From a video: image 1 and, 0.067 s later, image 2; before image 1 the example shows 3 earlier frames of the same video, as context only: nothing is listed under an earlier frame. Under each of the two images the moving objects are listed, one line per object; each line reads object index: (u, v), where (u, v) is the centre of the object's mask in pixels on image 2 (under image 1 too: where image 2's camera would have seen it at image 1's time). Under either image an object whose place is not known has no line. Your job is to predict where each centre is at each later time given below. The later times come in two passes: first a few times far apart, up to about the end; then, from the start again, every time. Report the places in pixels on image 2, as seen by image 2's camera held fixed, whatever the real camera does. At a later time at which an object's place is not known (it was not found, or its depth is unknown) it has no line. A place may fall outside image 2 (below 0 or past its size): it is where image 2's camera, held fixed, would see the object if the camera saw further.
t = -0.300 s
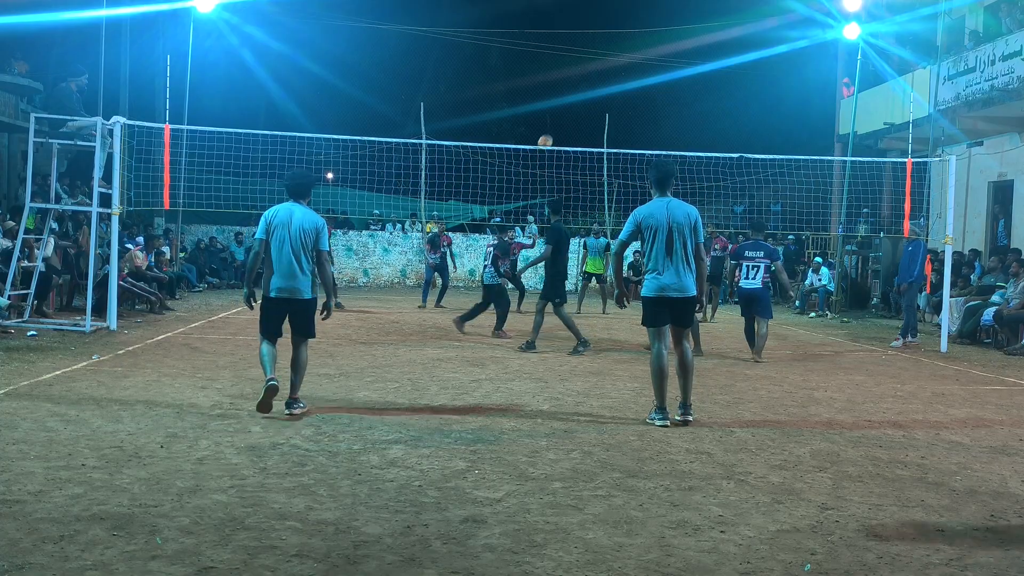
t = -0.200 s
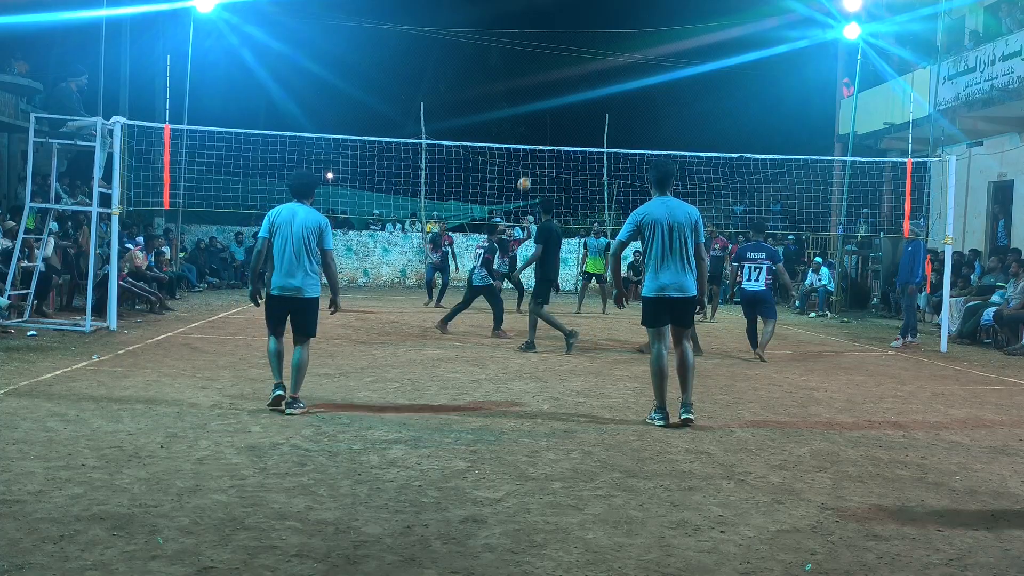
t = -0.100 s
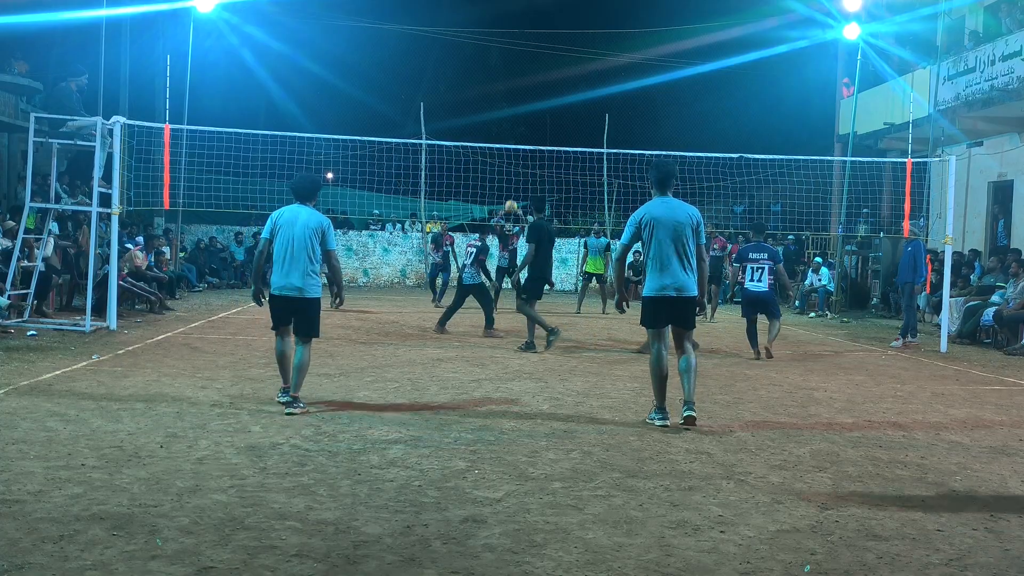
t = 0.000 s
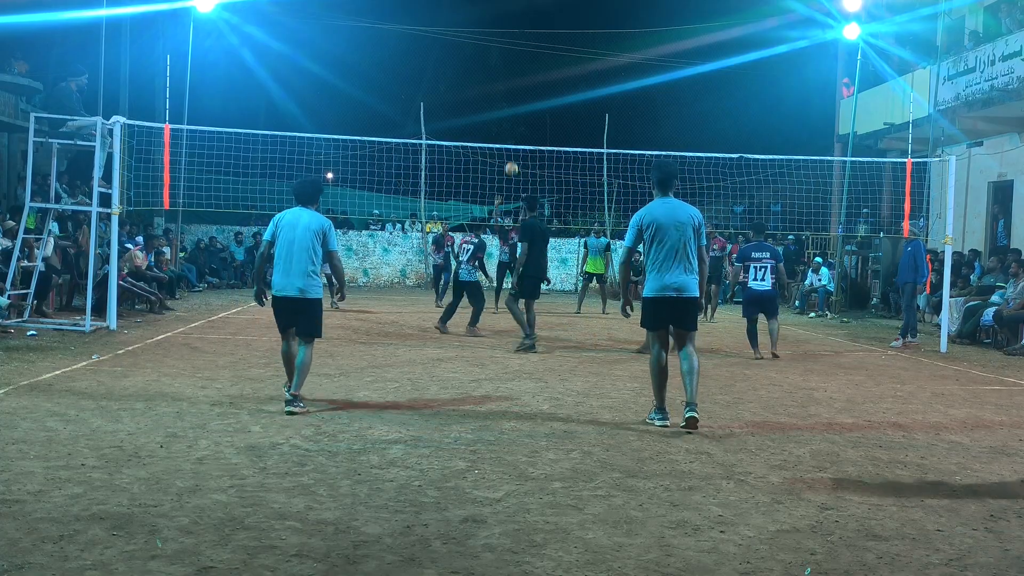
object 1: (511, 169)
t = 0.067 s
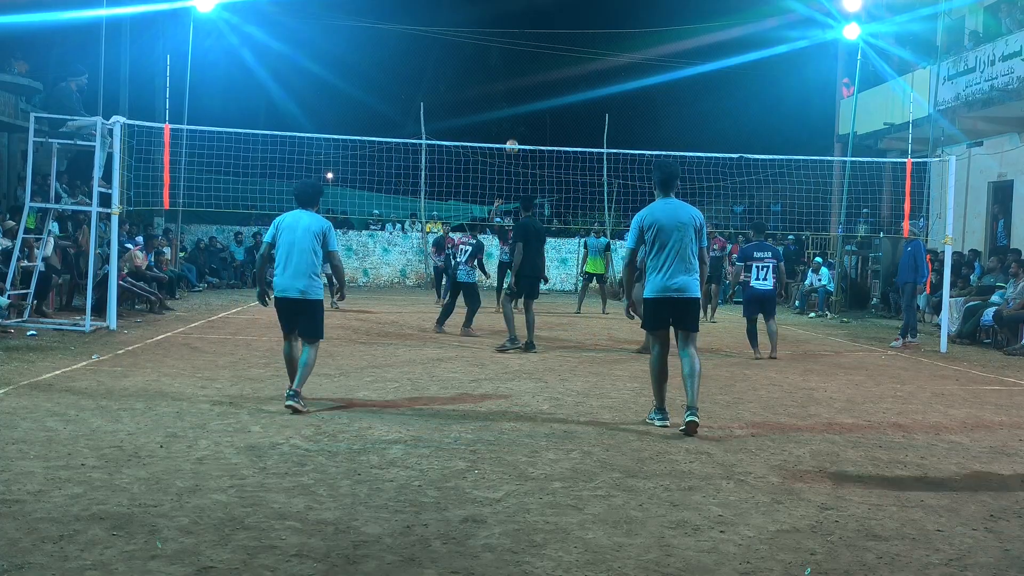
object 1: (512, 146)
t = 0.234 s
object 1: (512, 100)
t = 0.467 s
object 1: (513, 61)
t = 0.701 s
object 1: (513, 56)
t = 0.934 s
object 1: (512, 89)
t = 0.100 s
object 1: (512, 136)
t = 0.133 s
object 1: (512, 126)
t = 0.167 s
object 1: (512, 117)
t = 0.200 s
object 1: (512, 108)
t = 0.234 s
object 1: (512, 100)
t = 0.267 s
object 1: (513, 92)
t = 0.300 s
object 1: (513, 86)
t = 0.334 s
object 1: (513, 80)
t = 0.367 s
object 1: (513, 74)
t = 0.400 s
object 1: (513, 69)
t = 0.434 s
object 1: (513, 65)
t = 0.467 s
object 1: (513, 61)
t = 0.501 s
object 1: (513, 58)
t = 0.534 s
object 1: (514, 56)
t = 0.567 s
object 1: (514, 54)
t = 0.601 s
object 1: (514, 54)
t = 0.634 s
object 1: (514, 54)
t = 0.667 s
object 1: (513, 54)
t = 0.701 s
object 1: (513, 56)
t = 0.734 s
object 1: (513, 58)
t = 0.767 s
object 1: (513, 61)
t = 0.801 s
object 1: (513, 65)
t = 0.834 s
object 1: (513, 70)
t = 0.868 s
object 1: (512, 76)
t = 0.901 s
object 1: (512, 82)
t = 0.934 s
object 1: (512, 89)
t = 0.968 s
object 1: (511, 98)
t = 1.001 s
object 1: (511, 107)
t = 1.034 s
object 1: (510, 117)
